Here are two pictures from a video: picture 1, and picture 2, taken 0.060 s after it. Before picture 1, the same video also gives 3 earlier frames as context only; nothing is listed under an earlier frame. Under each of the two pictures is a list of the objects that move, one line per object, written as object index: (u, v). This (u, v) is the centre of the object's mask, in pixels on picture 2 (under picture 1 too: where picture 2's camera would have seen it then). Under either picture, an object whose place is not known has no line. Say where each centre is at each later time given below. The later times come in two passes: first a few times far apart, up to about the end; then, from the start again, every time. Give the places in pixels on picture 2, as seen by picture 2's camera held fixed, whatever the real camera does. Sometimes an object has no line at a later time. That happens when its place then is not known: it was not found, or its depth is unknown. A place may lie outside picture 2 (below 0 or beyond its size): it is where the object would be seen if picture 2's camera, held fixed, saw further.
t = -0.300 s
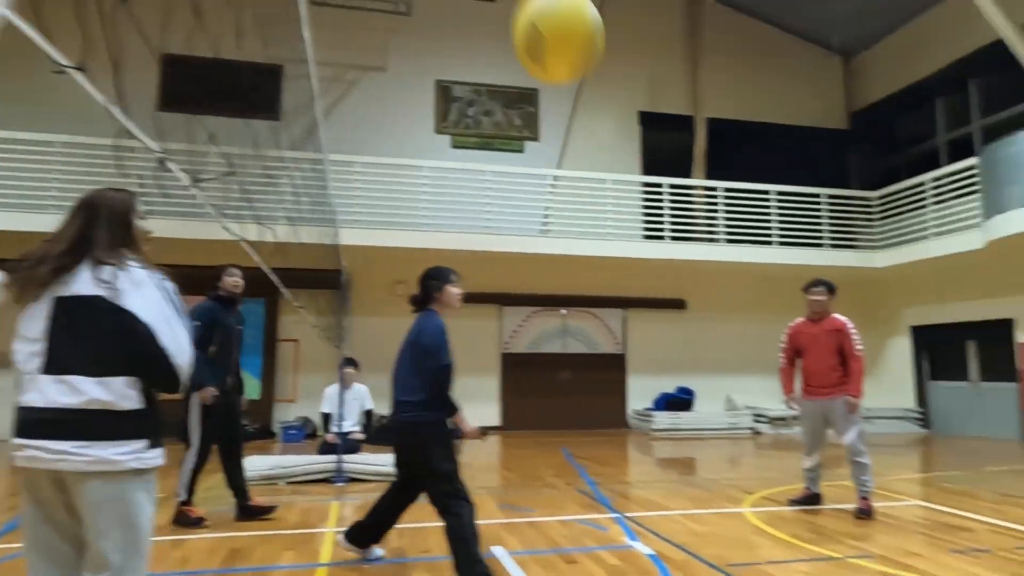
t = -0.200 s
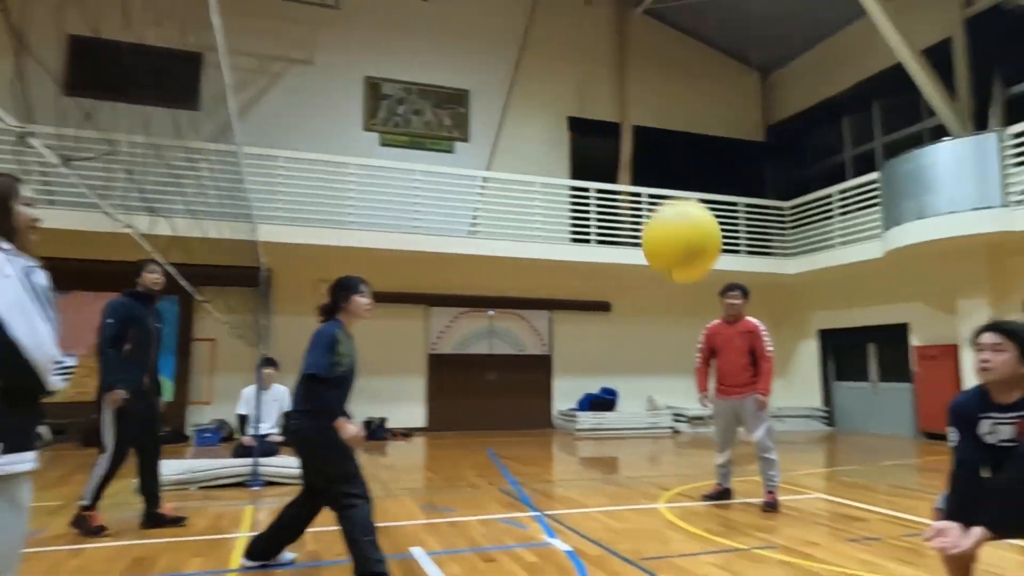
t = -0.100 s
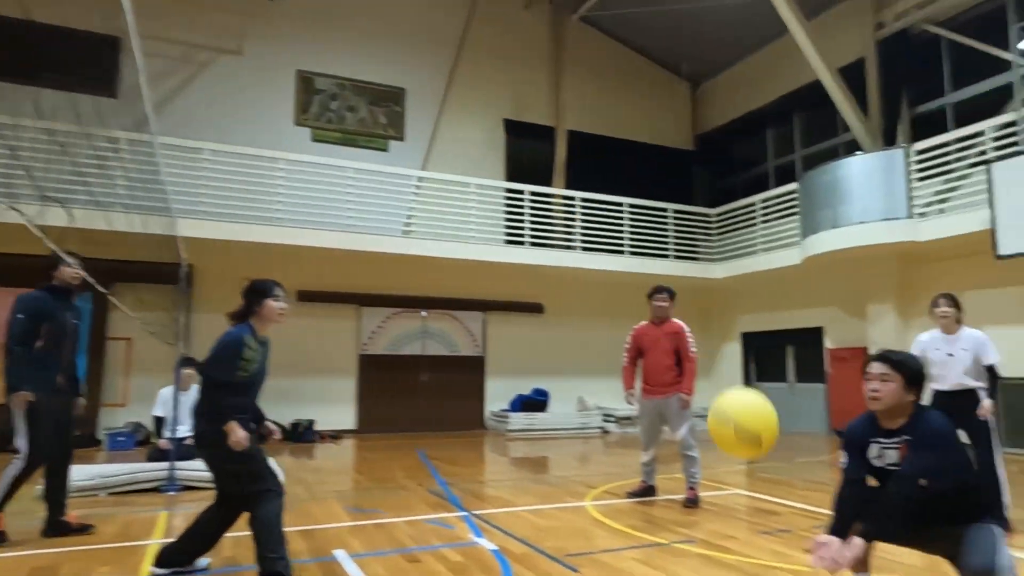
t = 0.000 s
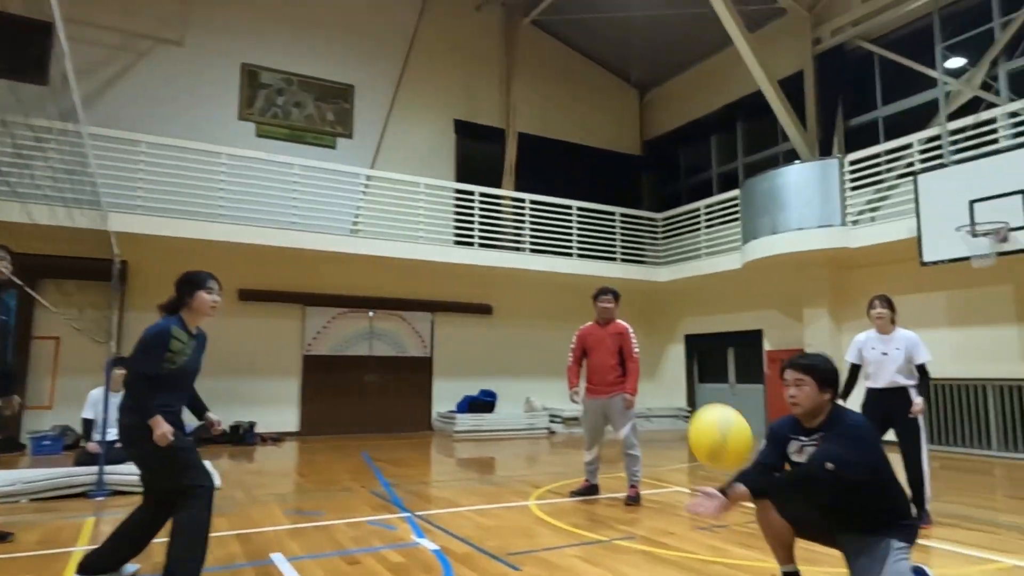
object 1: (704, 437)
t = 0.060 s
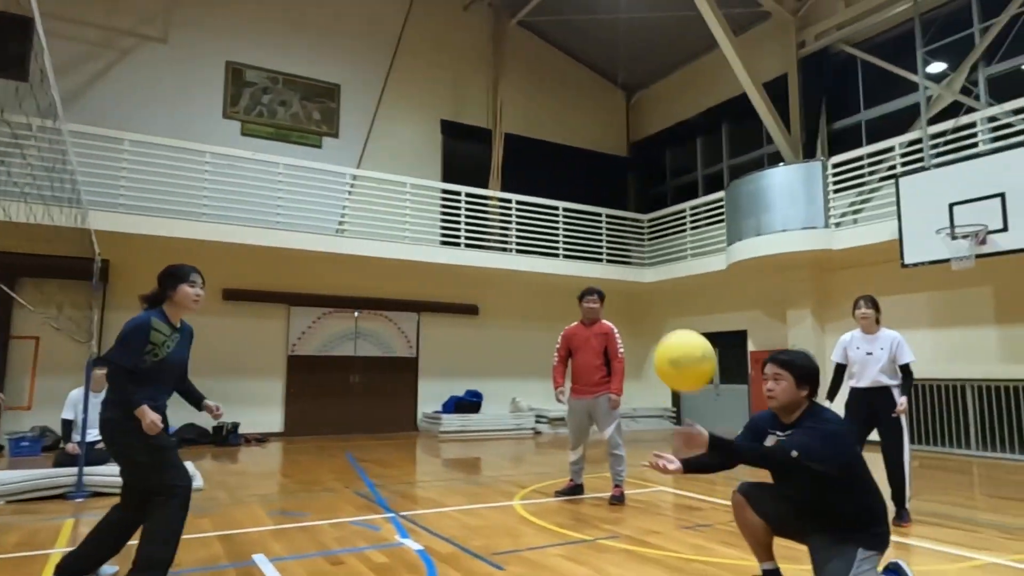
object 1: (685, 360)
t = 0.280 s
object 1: (628, 163)
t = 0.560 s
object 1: (564, 71)
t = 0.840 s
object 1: (497, 154)
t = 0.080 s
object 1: (679, 338)
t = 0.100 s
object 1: (673, 315)
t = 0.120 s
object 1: (667, 294)
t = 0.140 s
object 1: (662, 274)
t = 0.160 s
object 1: (657, 255)
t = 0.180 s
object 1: (652, 236)
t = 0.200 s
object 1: (647, 219)
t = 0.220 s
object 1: (642, 204)
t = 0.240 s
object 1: (638, 189)
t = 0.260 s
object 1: (633, 176)
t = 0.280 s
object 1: (628, 163)
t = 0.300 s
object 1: (624, 151)
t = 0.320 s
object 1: (619, 140)
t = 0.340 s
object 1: (615, 129)
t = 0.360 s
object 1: (610, 120)
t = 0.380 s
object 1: (605, 112)
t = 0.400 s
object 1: (601, 104)
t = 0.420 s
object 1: (596, 97)
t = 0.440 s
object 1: (591, 91)
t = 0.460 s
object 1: (586, 85)
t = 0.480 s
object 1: (582, 81)
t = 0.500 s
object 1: (577, 77)
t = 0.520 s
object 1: (573, 74)
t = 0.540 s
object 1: (568, 72)
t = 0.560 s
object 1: (564, 71)
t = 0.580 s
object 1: (559, 71)
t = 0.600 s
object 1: (555, 71)
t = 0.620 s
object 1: (551, 73)
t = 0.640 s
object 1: (546, 75)
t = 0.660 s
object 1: (542, 79)
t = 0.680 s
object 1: (537, 83)
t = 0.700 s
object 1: (532, 89)
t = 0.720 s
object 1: (527, 95)
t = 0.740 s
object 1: (523, 103)
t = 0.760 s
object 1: (518, 111)
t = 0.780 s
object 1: (513, 120)
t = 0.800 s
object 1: (507, 130)
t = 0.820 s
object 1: (502, 142)
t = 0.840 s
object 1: (497, 154)
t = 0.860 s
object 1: (492, 166)
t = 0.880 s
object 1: (487, 181)
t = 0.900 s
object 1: (482, 196)
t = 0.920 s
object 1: (477, 212)
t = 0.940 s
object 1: (472, 230)
